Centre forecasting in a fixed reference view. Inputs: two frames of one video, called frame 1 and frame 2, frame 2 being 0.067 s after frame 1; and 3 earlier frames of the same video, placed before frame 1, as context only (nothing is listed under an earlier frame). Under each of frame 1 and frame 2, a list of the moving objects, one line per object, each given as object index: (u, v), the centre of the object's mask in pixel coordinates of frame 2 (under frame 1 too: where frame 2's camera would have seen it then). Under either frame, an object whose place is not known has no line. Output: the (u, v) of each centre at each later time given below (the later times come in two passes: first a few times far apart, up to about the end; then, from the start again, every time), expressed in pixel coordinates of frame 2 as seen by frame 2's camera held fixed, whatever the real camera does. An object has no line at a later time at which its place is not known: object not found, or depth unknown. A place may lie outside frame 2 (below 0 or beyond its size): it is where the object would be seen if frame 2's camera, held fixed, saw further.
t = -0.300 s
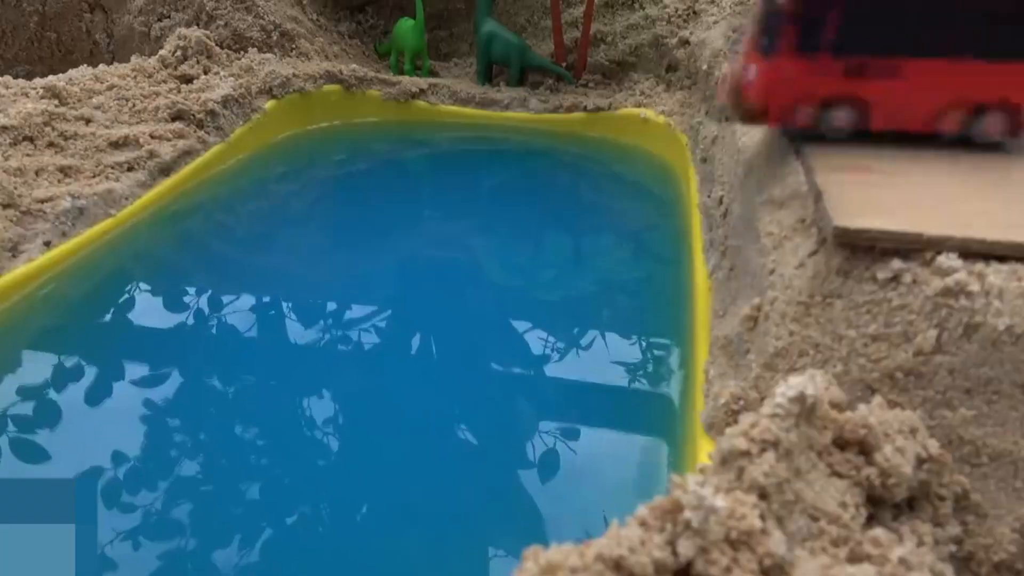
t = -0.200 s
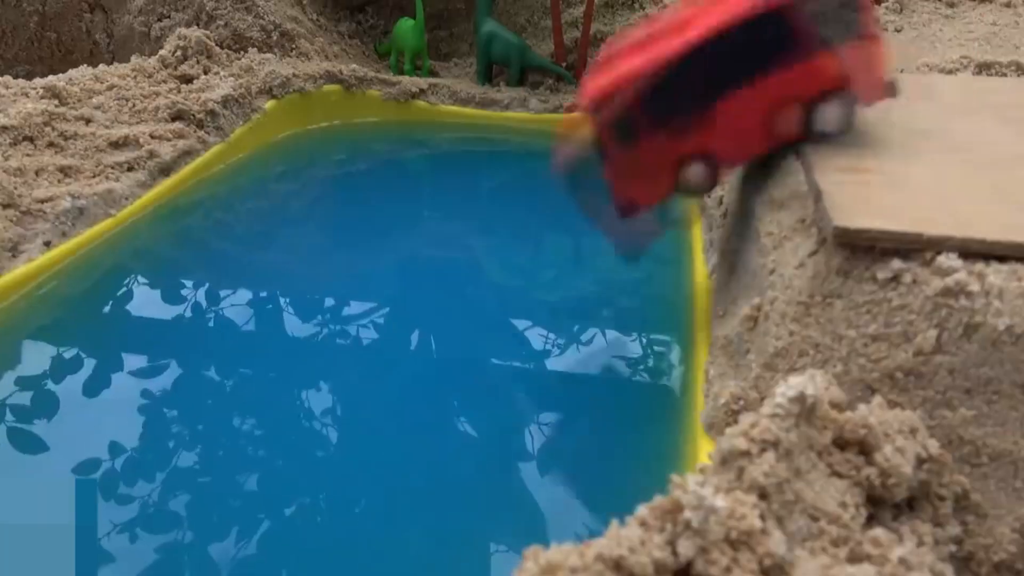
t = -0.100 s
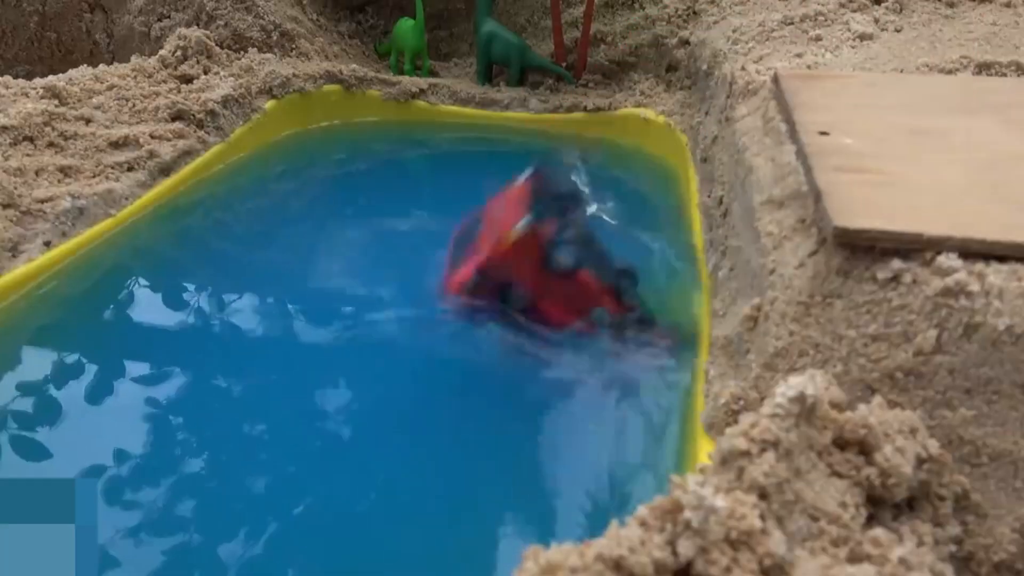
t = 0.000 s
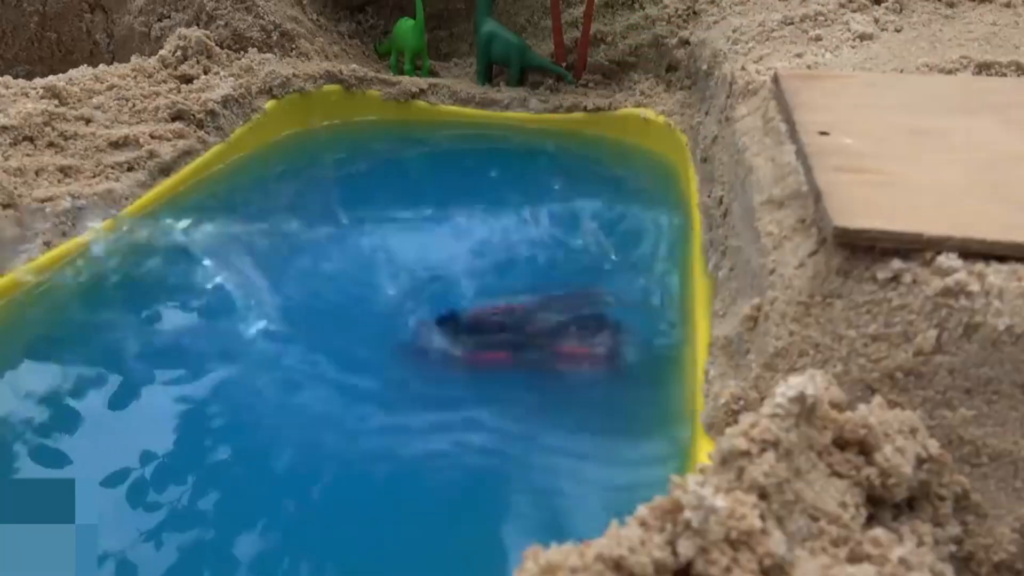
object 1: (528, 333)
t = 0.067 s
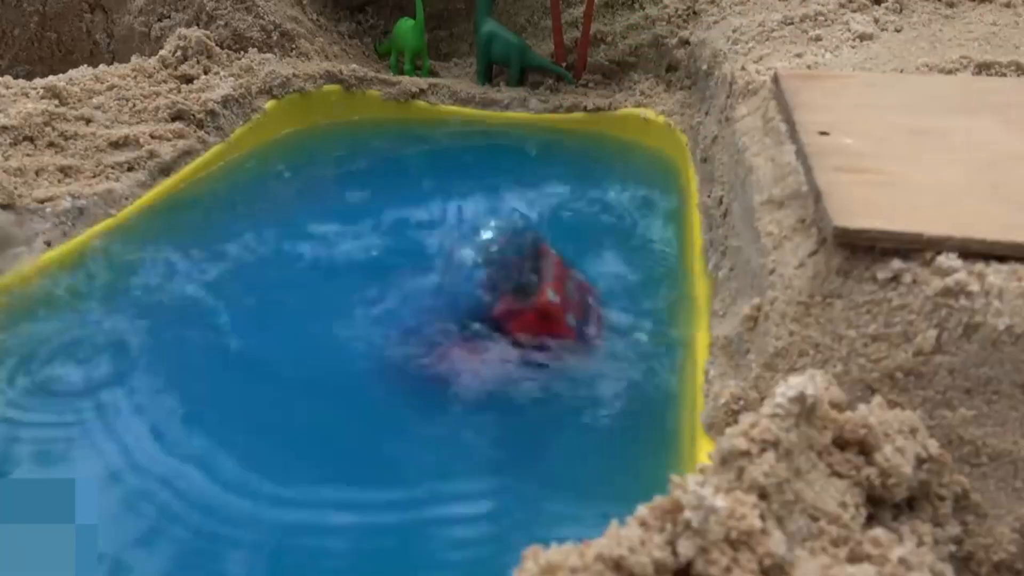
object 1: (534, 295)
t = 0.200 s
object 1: (422, 260)
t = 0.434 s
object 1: (345, 308)
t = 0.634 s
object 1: (299, 293)
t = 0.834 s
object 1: (279, 300)
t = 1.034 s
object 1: (252, 308)
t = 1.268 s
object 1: (227, 288)
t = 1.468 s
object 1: (216, 312)
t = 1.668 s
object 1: (198, 286)
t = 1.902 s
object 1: (181, 300)
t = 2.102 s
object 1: (172, 289)
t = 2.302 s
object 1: (156, 286)
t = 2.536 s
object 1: (146, 285)
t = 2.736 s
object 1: (139, 281)
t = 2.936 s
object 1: (120, 275)
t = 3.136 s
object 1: (126, 277)
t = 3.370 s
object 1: (114, 273)
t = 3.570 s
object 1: (115, 263)
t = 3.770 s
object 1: (116, 277)
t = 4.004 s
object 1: (108, 258)
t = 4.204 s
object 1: (122, 267)
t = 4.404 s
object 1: (113, 266)
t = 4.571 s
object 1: (114, 258)
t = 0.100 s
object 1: (502, 283)
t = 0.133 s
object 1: (483, 266)
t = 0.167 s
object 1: (459, 253)
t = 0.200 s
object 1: (422, 260)
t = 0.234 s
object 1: (405, 272)
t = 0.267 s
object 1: (398, 283)
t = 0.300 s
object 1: (390, 294)
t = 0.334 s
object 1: (373, 308)
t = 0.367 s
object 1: (366, 313)
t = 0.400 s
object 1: (356, 311)
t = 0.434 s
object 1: (345, 308)
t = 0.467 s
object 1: (332, 303)
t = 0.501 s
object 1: (322, 300)
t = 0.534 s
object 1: (313, 295)
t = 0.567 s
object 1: (308, 294)
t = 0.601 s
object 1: (303, 292)
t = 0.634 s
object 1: (299, 293)
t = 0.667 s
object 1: (296, 298)
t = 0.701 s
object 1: (293, 303)
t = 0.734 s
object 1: (290, 305)
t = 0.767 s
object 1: (285, 305)
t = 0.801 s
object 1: (281, 305)
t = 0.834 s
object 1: (279, 300)
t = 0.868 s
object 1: (278, 294)
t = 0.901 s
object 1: (269, 300)
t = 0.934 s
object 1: (264, 303)
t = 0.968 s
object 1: (260, 306)
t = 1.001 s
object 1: (254, 309)
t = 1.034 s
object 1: (252, 308)
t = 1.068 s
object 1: (250, 305)
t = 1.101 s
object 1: (251, 298)
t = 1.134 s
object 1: (248, 295)
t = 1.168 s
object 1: (234, 299)
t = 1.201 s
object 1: (229, 296)
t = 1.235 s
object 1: (228, 291)
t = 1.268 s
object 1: (227, 288)
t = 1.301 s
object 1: (225, 289)
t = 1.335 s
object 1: (225, 290)
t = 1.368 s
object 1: (224, 294)
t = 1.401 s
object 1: (223, 299)
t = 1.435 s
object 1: (219, 306)
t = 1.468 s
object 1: (216, 312)
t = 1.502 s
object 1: (214, 313)
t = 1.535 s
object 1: (212, 312)
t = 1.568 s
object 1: (208, 308)
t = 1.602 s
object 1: (205, 301)
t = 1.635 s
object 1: (202, 293)
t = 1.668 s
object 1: (198, 286)
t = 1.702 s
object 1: (193, 282)
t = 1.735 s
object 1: (189, 281)
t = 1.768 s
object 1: (187, 284)
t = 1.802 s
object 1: (184, 288)
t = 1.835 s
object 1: (182, 294)
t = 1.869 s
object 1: (182, 298)
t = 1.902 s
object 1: (181, 300)
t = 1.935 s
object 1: (180, 300)
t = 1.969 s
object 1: (179, 300)
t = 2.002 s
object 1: (179, 298)
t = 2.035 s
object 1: (177, 294)
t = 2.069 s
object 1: (175, 291)
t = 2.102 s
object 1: (172, 289)
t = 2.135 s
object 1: (169, 288)
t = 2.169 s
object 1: (167, 286)
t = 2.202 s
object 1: (164, 286)
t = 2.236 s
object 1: (162, 281)
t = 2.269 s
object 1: (159, 285)
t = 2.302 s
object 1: (156, 286)
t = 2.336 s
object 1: (153, 285)
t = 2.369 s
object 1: (151, 284)
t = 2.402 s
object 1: (148, 283)
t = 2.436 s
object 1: (147, 283)
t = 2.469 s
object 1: (146, 282)
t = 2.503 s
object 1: (145, 285)
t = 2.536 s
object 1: (146, 285)
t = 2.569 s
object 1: (145, 287)
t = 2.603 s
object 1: (146, 287)
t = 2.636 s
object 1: (146, 286)
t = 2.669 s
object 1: (145, 285)
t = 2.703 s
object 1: (143, 283)
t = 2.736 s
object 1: (139, 281)
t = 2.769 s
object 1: (136, 279)
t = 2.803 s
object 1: (132, 278)
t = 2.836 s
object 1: (128, 276)
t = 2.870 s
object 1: (125, 275)
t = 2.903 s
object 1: (121, 276)
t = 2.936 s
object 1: (120, 275)
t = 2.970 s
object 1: (119, 276)
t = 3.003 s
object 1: (120, 275)
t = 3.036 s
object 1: (123, 275)
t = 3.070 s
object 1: (124, 276)
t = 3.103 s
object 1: (125, 277)
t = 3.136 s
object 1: (126, 277)
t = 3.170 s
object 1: (126, 276)
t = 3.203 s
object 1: (125, 277)
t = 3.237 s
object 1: (122, 276)
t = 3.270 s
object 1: (119, 275)
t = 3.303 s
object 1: (116, 275)
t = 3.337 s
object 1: (114, 274)
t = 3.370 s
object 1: (114, 273)
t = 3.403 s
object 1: (114, 272)
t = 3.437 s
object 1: (115, 271)
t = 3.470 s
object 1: (115, 270)
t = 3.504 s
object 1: (116, 267)
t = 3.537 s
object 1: (115, 264)
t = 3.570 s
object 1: (115, 263)
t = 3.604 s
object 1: (113, 263)
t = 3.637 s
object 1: (113, 262)
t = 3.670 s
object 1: (113, 264)
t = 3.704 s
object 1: (113, 269)
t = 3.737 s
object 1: (114, 274)
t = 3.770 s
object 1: (116, 277)
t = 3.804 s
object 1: (119, 277)
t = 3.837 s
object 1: (119, 278)
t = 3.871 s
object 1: (118, 275)
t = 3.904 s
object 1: (117, 270)
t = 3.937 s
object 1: (113, 267)
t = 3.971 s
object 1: (109, 263)
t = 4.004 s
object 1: (108, 258)
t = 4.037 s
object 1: (108, 254)
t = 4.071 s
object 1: (109, 253)
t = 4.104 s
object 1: (112, 254)
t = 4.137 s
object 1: (116, 259)
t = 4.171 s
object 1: (118, 266)
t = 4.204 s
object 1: (122, 267)
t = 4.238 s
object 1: (122, 271)
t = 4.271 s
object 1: (122, 273)
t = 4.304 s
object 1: (121, 272)
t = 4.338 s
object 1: (119, 273)
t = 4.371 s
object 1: (114, 272)
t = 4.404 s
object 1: (113, 266)
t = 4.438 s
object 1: (111, 262)
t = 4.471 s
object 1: (111, 259)
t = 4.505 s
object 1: (112, 257)
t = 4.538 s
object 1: (113, 257)
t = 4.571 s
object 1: (114, 258)
